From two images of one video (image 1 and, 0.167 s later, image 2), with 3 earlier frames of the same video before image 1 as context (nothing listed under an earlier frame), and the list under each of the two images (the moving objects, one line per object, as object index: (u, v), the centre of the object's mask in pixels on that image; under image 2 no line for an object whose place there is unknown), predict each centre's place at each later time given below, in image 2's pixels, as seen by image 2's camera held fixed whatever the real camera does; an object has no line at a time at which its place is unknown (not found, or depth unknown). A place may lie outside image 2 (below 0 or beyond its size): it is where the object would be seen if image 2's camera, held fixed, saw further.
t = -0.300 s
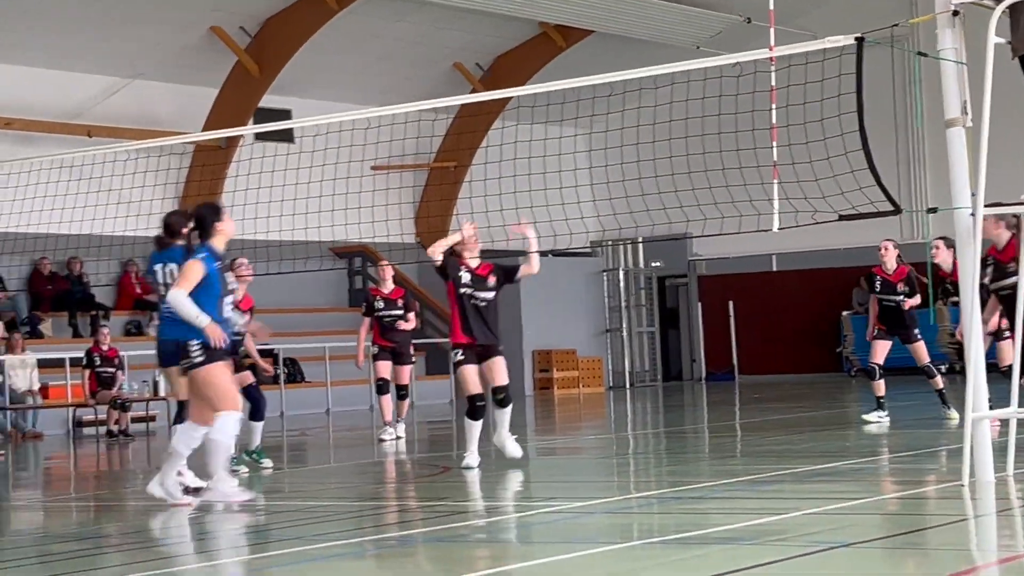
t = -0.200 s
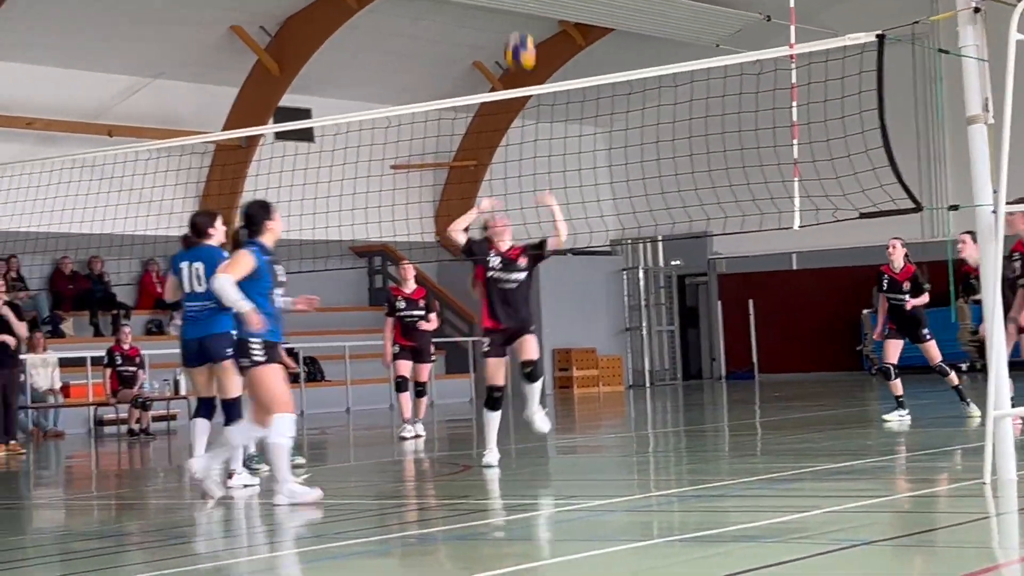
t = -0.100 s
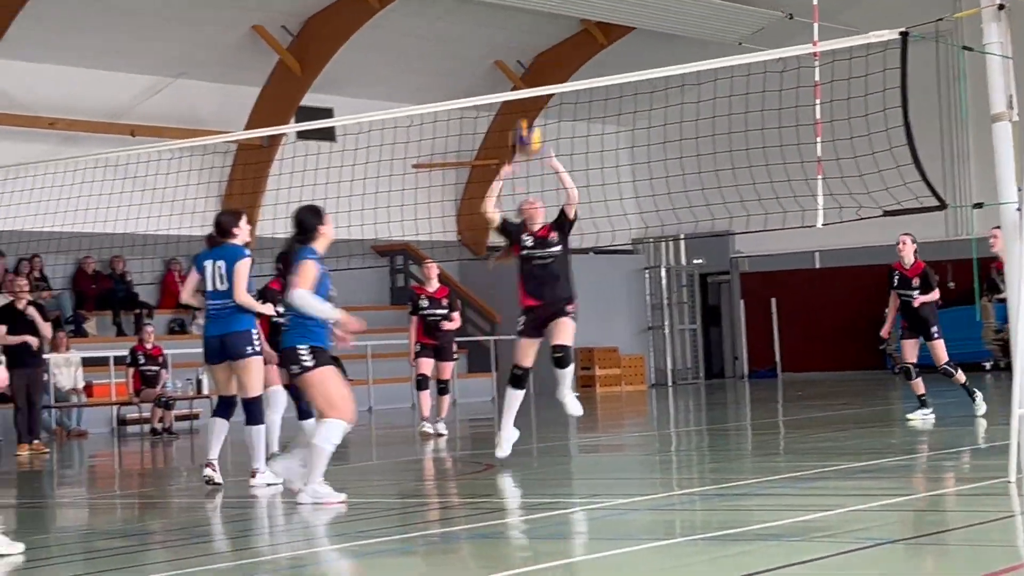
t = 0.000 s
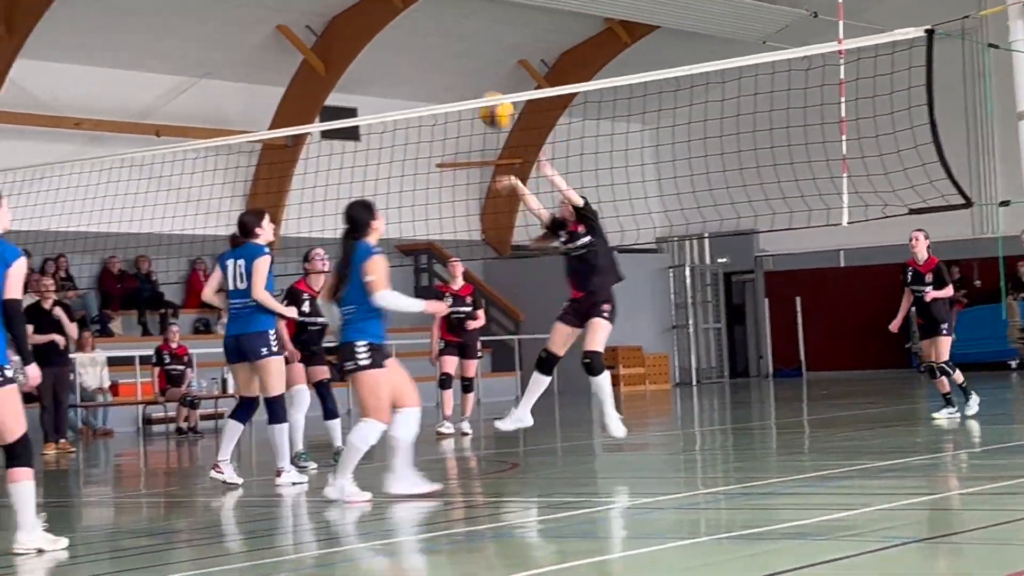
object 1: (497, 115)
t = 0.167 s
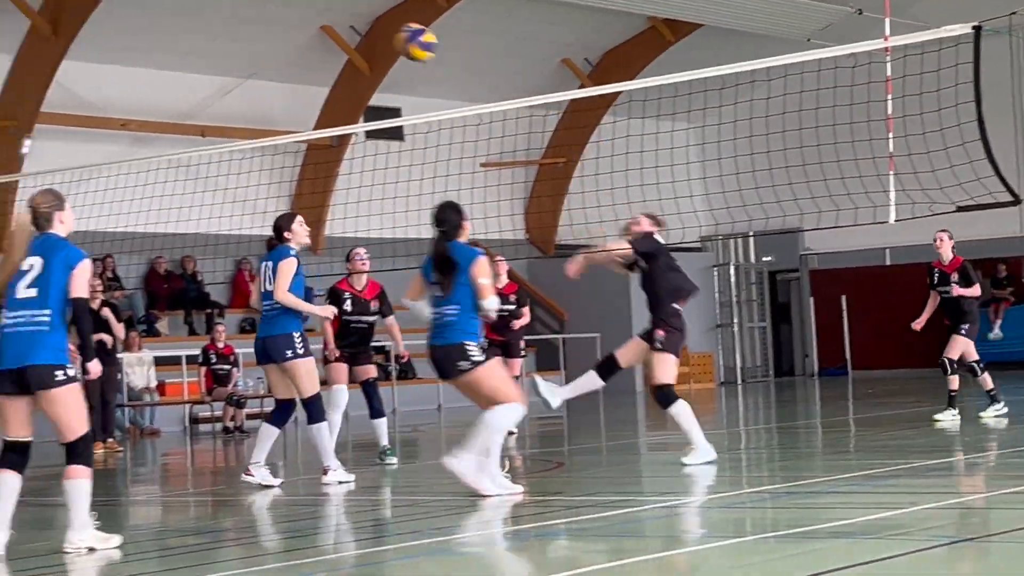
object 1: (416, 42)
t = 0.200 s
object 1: (390, 33)
